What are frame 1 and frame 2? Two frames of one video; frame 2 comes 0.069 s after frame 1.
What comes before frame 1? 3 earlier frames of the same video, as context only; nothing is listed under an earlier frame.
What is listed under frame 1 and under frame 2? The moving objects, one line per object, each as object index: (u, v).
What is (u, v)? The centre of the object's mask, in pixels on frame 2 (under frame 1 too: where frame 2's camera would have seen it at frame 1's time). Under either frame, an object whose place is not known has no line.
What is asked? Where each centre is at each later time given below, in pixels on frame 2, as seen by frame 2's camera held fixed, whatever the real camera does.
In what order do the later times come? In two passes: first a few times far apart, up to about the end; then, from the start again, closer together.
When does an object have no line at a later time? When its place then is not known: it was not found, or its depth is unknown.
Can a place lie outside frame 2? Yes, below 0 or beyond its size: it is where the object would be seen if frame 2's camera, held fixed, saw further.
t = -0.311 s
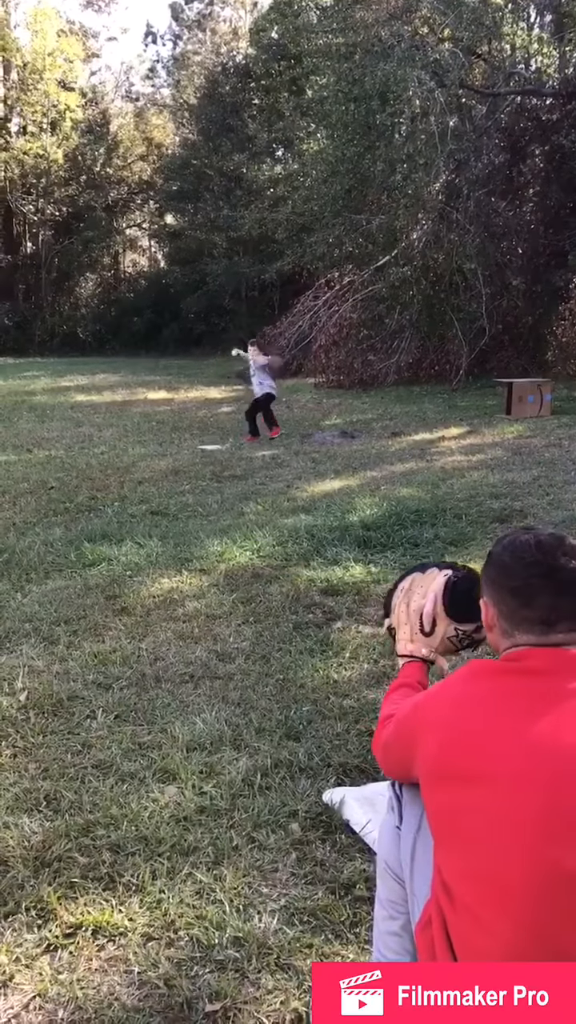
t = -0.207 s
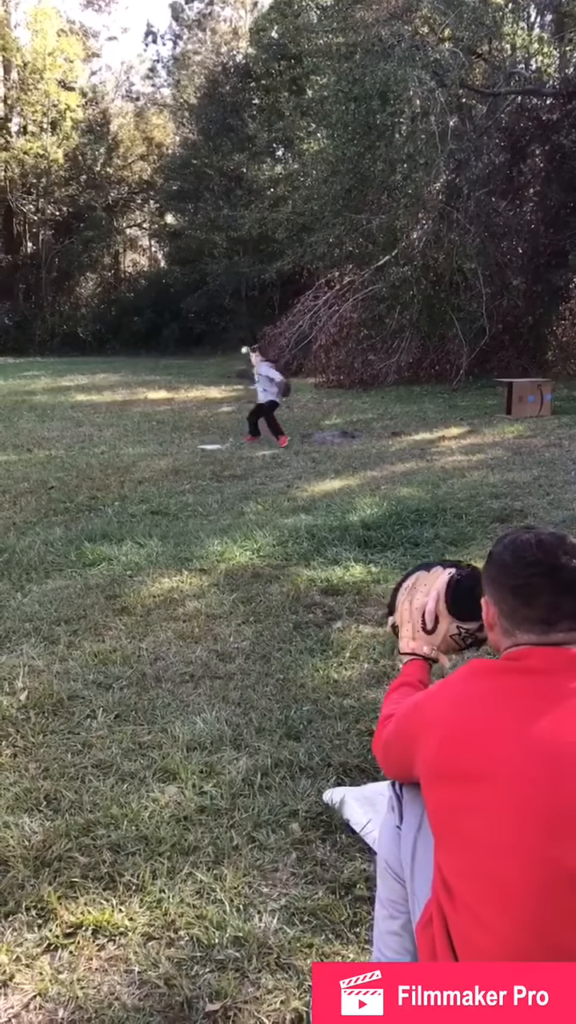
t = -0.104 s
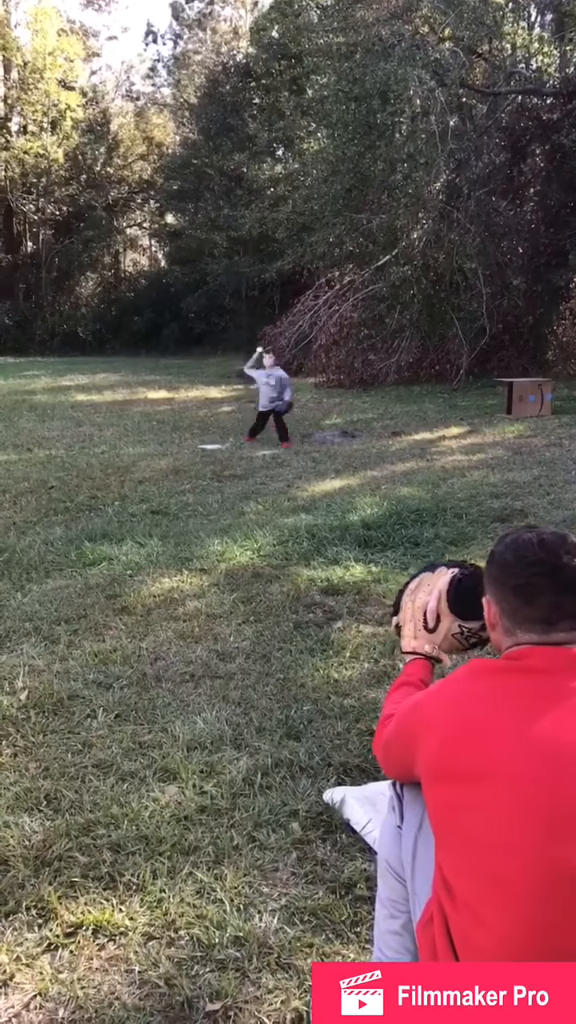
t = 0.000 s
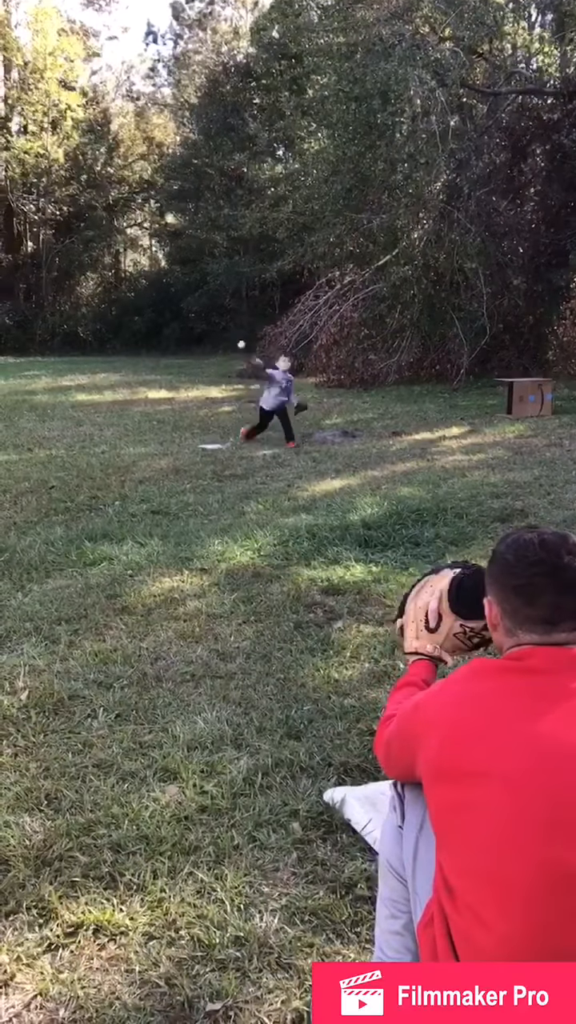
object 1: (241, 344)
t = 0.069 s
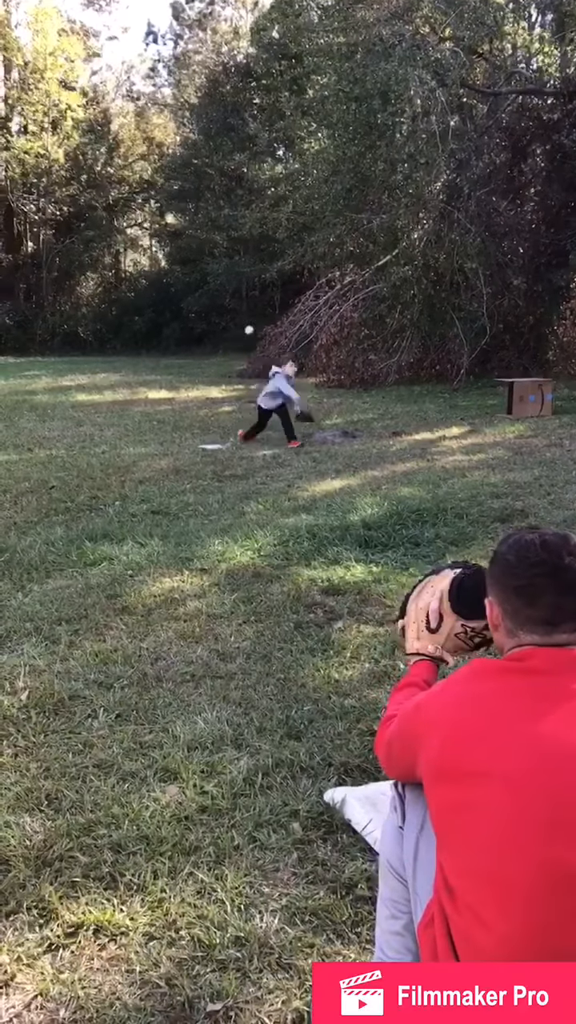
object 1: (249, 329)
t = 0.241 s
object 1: (278, 302)
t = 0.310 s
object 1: (295, 298)
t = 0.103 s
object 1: (253, 322)
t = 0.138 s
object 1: (258, 316)
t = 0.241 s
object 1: (278, 302)
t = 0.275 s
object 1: (287, 300)
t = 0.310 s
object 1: (295, 298)
